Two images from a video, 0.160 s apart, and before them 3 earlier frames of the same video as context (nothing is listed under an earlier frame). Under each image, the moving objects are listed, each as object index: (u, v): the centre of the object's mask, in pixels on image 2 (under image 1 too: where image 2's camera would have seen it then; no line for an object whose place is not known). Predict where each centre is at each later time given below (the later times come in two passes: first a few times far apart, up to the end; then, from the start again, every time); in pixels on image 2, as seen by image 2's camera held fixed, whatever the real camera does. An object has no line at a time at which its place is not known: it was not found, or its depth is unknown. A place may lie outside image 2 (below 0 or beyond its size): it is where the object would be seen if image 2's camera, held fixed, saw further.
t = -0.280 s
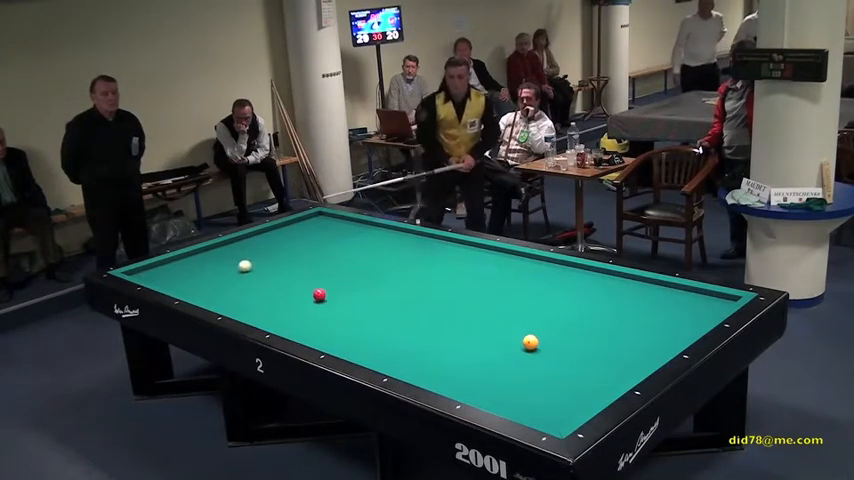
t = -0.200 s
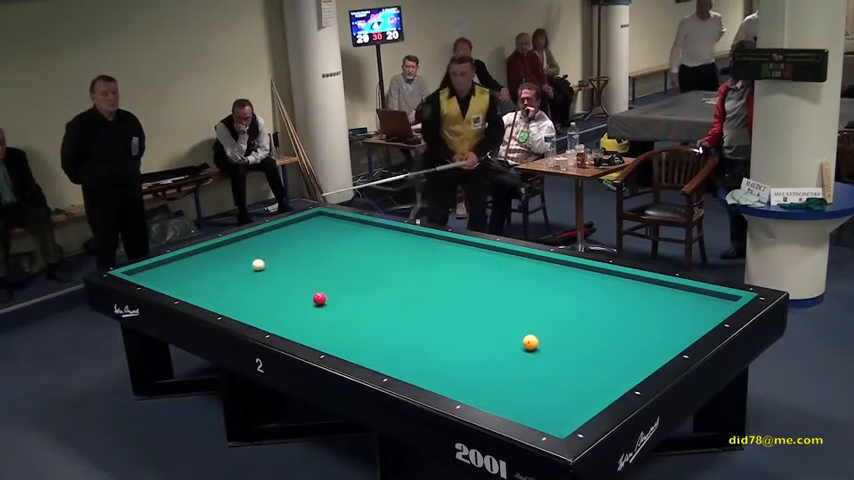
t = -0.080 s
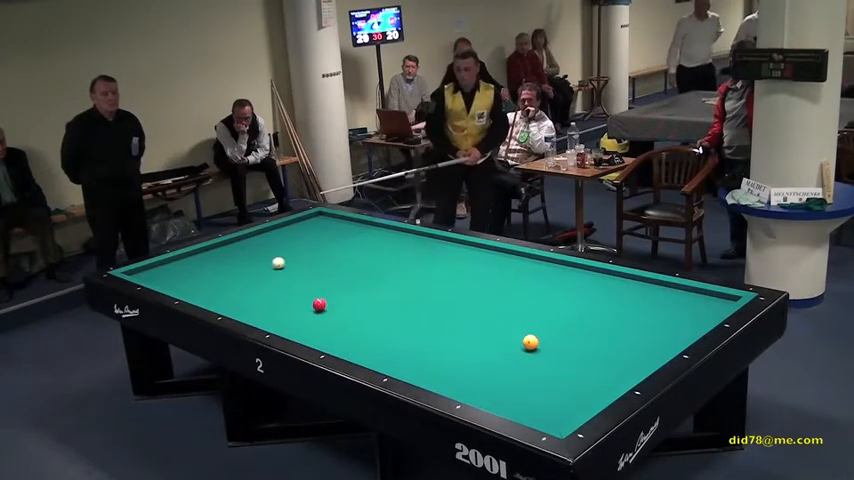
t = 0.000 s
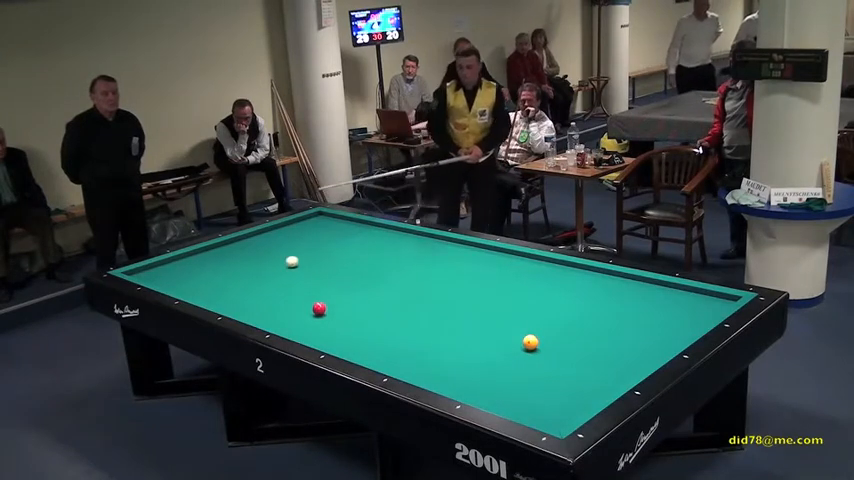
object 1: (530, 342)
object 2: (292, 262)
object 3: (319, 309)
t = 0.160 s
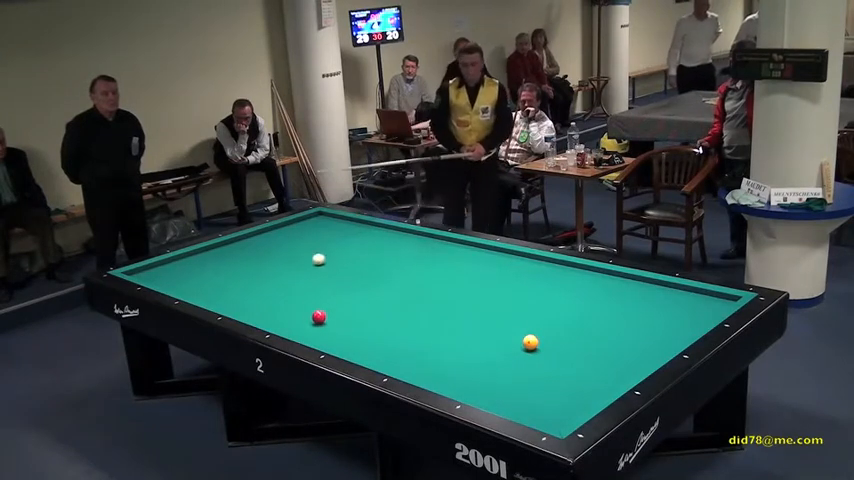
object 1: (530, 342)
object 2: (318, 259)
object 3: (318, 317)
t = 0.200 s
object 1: (530, 342)
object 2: (325, 259)
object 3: (318, 319)
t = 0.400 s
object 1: (530, 342)
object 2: (357, 256)
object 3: (318, 330)
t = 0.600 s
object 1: (530, 342)
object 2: (389, 253)
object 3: (318, 339)
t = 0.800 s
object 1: (530, 342)
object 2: (421, 250)
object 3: (336, 341)
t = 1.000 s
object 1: (530, 342)
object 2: (451, 247)
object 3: (354, 341)
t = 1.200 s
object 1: (530, 342)
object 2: (476, 246)
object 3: (371, 341)
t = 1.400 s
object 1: (530, 342)
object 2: (479, 252)
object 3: (388, 341)
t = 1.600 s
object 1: (530, 342)
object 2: (482, 257)
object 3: (404, 341)
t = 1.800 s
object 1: (530, 342)
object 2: (485, 262)
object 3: (421, 341)
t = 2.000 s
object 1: (530, 342)
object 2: (488, 268)
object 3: (436, 340)
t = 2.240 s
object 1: (530, 342)
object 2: (492, 275)
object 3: (455, 340)
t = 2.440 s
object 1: (530, 342)
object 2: (495, 280)
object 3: (470, 340)
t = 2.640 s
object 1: (530, 342)
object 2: (498, 286)
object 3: (484, 340)
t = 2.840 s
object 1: (530, 342)
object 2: (502, 292)
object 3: (498, 340)
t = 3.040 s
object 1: (530, 342)
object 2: (505, 298)
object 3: (512, 340)
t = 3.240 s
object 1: (536, 343)
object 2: (508, 304)
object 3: (519, 339)
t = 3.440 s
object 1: (542, 344)
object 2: (511, 310)
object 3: (522, 338)
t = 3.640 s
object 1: (549, 345)
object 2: (514, 316)
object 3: (526, 337)
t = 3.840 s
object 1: (555, 346)
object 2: (518, 322)
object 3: (529, 336)
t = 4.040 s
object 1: (560, 347)
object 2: (520, 328)
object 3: (532, 335)
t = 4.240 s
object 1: (565, 348)
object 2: (519, 332)
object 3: (539, 336)
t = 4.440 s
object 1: (570, 348)
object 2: (516, 335)
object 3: (546, 338)
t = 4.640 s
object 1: (575, 349)
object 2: (513, 338)
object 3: (553, 339)
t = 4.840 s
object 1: (578, 350)
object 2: (510, 341)
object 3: (561, 341)
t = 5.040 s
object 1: (581, 350)
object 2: (507, 343)
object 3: (567, 342)
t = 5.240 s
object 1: (584, 350)
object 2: (505, 345)
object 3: (573, 343)
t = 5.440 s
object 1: (587, 351)
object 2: (502, 347)
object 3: (578, 343)
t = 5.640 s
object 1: (590, 352)
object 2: (500, 349)
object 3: (582, 343)
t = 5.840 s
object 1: (593, 353)
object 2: (498, 351)
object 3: (586, 343)
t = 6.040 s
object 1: (595, 354)
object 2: (496, 353)
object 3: (589, 343)
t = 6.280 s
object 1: (598, 354)
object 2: (493, 355)
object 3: (593, 343)
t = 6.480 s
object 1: (599, 355)
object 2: (492, 356)
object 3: (595, 343)
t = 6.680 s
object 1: (601, 355)
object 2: (490, 357)
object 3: (597, 343)
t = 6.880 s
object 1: (602, 355)
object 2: (489, 358)
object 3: (598, 343)
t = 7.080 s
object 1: (602, 355)
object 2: (488, 359)
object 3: (599, 343)
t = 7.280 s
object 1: (603, 356)
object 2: (487, 360)
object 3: (600, 343)
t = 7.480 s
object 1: (603, 356)
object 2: (486, 360)
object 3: (600, 343)
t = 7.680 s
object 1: (603, 355)
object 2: (485, 360)
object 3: (600, 343)
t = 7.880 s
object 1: (603, 355)
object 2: (485, 360)
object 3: (600, 343)
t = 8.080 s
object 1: (603, 355)
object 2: (485, 360)
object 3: (600, 343)
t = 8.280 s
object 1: (602, 355)
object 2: (485, 360)
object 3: (600, 343)
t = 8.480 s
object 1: (602, 355)
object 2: (485, 360)
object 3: (600, 343)
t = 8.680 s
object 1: (602, 355)
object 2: (485, 360)
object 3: (600, 343)
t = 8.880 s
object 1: (602, 355)
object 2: (485, 360)
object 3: (600, 343)
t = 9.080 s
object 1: (603, 355)
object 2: (485, 360)
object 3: (600, 343)
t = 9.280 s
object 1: (603, 355)
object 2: (485, 360)
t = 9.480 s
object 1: (603, 355)
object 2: (485, 360)
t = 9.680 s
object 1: (602, 355)
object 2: (485, 360)
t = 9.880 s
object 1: (603, 355)
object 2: (485, 360)
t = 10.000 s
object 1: (602, 355)
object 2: (485, 360)
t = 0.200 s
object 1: (530, 342)
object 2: (325, 259)
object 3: (318, 319)
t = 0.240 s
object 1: (530, 342)
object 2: (331, 258)
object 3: (318, 321)
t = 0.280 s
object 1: (530, 342)
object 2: (338, 258)
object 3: (318, 323)
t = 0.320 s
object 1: (530, 342)
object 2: (344, 257)
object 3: (318, 325)
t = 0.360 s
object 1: (530, 342)
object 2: (351, 256)
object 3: (318, 328)
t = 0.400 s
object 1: (530, 342)
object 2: (357, 256)
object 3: (318, 330)
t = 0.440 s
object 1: (530, 342)
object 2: (364, 255)
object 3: (318, 332)
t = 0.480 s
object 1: (530, 342)
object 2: (370, 254)
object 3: (318, 334)
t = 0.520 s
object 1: (530, 342)
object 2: (376, 254)
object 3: (318, 336)
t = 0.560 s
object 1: (530, 342)
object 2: (383, 253)
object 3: (318, 337)
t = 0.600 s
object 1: (530, 342)
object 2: (389, 253)
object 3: (318, 339)
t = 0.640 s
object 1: (530, 342)
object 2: (396, 252)
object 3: (322, 339)
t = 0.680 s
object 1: (530, 342)
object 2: (402, 252)
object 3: (325, 340)
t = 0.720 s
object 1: (530, 342)
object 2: (408, 251)
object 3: (329, 340)
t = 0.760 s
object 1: (530, 342)
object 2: (415, 251)
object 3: (332, 341)
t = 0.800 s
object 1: (530, 342)
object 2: (421, 250)
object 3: (336, 341)
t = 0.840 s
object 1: (530, 342)
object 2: (427, 249)
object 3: (340, 341)
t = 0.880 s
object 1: (530, 342)
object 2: (433, 249)
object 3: (343, 341)
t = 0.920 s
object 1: (530, 342)
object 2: (439, 248)
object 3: (346, 341)
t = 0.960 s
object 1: (530, 342)
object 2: (445, 248)
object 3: (350, 341)
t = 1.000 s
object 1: (530, 342)
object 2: (451, 247)
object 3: (354, 341)
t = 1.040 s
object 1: (530, 342)
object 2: (457, 247)
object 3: (357, 341)
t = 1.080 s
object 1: (530, 342)
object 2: (464, 246)
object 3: (360, 341)
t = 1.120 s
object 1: (530, 342)
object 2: (470, 246)
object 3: (364, 341)
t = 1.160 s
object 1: (530, 342)
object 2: (476, 245)
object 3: (367, 341)
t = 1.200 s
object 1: (530, 342)
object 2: (476, 246)
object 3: (371, 341)
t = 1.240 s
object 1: (530, 342)
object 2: (476, 247)
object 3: (374, 341)
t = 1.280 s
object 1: (530, 342)
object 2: (477, 249)
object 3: (378, 341)
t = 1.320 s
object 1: (530, 342)
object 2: (477, 249)
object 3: (381, 341)
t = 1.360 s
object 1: (530, 342)
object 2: (478, 251)
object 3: (384, 341)
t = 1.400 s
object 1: (530, 342)
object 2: (479, 252)
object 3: (388, 341)
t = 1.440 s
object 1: (530, 342)
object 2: (479, 253)
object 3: (391, 341)
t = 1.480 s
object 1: (530, 342)
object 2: (480, 254)
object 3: (395, 341)
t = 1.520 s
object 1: (530, 342)
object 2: (481, 255)
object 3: (398, 341)
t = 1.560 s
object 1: (530, 342)
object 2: (481, 256)
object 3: (401, 341)
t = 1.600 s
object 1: (530, 342)
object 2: (482, 257)
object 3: (404, 341)
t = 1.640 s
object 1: (530, 342)
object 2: (482, 258)
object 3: (407, 341)
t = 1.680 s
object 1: (530, 342)
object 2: (483, 259)
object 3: (411, 341)
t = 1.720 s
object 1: (530, 342)
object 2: (484, 260)
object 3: (414, 341)
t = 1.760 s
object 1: (530, 342)
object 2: (484, 261)
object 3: (417, 341)
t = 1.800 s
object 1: (530, 342)
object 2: (485, 262)
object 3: (421, 341)
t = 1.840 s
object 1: (530, 342)
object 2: (485, 263)
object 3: (423, 341)
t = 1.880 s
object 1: (530, 342)
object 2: (486, 264)
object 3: (427, 340)
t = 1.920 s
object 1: (530, 342)
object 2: (487, 265)
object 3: (430, 341)
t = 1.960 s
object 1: (530, 342)
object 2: (487, 266)
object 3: (433, 340)
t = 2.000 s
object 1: (530, 342)
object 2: (488, 268)
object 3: (436, 340)
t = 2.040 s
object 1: (530, 342)
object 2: (488, 269)
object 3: (439, 340)
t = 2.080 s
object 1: (530, 342)
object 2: (489, 270)
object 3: (442, 341)
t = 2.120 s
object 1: (530, 342)
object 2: (490, 271)
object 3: (446, 340)
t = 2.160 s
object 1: (530, 342)
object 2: (490, 272)
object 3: (449, 340)
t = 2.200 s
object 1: (530, 342)
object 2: (491, 273)
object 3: (452, 340)
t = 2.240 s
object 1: (530, 342)
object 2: (492, 275)
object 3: (455, 340)
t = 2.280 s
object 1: (530, 342)
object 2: (492, 275)
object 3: (458, 340)
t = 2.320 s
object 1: (530, 342)
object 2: (493, 277)
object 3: (461, 340)
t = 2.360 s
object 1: (530, 342)
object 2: (494, 278)
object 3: (464, 340)
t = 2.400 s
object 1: (530, 342)
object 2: (494, 279)
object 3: (467, 340)
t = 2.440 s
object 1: (530, 342)
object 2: (495, 280)
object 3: (470, 340)
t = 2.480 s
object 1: (530, 342)
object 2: (496, 281)
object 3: (473, 341)
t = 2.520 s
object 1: (530, 342)
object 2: (496, 282)
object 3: (476, 340)
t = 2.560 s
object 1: (530, 342)
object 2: (497, 283)
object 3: (479, 340)
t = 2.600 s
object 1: (530, 342)
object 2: (498, 284)
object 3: (481, 340)
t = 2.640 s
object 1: (530, 342)
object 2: (498, 286)
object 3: (484, 340)
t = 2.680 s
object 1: (530, 342)
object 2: (499, 287)
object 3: (487, 340)
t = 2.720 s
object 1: (530, 342)
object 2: (500, 288)
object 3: (490, 340)
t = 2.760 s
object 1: (530, 342)
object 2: (500, 289)
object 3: (493, 340)
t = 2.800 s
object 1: (530, 342)
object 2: (501, 290)
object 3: (496, 341)
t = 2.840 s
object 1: (530, 342)
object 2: (502, 292)
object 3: (498, 340)
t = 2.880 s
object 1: (530, 342)
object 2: (502, 293)
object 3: (501, 340)
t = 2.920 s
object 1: (530, 342)
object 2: (503, 294)
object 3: (504, 340)
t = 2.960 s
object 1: (530, 342)
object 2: (503, 295)
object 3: (507, 340)
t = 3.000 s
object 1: (530, 342)
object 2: (504, 296)
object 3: (509, 340)
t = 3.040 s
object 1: (530, 342)
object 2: (505, 298)
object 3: (512, 340)
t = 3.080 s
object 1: (530, 342)
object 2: (505, 299)
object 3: (515, 340)
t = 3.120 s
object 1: (532, 342)
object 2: (506, 300)
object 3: (516, 340)
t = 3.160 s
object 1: (533, 343)
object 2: (507, 301)
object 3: (517, 340)
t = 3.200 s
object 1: (534, 343)
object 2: (507, 302)
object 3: (518, 339)
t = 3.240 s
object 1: (536, 343)
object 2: (508, 304)
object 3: (519, 339)
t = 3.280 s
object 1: (537, 343)
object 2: (508, 305)
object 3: (519, 339)
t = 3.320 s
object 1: (538, 344)
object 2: (509, 306)
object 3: (520, 339)
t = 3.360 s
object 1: (540, 344)
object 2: (510, 307)
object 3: (521, 338)
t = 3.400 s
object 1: (541, 344)
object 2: (511, 308)
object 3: (522, 338)
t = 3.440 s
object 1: (542, 344)
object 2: (511, 310)
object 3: (522, 338)
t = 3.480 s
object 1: (544, 344)
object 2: (512, 311)
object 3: (523, 338)
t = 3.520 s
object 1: (545, 344)
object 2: (512, 312)
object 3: (524, 338)
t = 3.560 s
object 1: (546, 345)
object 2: (513, 313)
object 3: (524, 337)
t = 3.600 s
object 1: (547, 345)
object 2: (514, 315)
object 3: (525, 337)
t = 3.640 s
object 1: (549, 345)
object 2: (514, 316)
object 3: (526, 337)
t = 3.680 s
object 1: (550, 345)
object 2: (515, 317)
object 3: (526, 337)
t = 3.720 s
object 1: (551, 345)
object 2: (516, 318)
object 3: (527, 336)
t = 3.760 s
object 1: (552, 346)
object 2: (516, 320)
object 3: (528, 336)
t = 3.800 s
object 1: (554, 346)
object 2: (517, 321)
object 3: (528, 336)
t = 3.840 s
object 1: (555, 346)
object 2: (518, 322)
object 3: (529, 336)
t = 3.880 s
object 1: (556, 346)
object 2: (518, 323)
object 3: (529, 335)
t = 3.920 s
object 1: (557, 346)
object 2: (519, 324)
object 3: (530, 335)
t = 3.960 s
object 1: (558, 347)
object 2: (519, 326)
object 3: (531, 335)
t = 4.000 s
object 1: (559, 347)
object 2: (520, 327)
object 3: (531, 335)
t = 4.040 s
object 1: (560, 347)
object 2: (520, 328)
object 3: (532, 335)
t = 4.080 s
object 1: (561, 347)
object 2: (521, 329)
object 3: (532, 335)
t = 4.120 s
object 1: (562, 347)
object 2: (521, 330)
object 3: (534, 335)
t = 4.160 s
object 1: (564, 347)
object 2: (521, 331)
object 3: (535, 335)
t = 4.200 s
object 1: (564, 347)
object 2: (520, 331)
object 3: (537, 335)
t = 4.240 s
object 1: (565, 348)
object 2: (519, 332)
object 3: (539, 336)
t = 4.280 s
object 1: (566, 348)
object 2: (519, 332)
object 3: (540, 336)
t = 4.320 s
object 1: (567, 348)
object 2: (518, 333)
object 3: (542, 337)
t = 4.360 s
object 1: (568, 348)
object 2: (517, 334)
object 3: (543, 337)
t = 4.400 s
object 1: (569, 348)
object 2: (517, 335)
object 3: (545, 337)
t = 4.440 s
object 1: (570, 348)
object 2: (516, 335)
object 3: (546, 338)
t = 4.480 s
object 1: (571, 349)
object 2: (516, 336)
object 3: (548, 338)
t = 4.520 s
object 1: (572, 349)
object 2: (515, 336)
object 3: (549, 338)
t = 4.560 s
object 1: (573, 349)
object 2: (514, 337)
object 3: (551, 339)
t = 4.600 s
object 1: (573, 349)
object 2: (514, 337)
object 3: (552, 339)
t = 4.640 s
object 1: (575, 349)
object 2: (513, 338)
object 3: (553, 339)
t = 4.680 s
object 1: (575, 349)
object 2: (512, 338)
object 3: (555, 340)
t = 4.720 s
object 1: (576, 349)
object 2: (512, 339)
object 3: (556, 340)
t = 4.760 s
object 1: (577, 349)
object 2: (511, 339)
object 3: (558, 340)
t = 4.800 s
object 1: (577, 349)
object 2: (511, 340)
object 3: (559, 341)
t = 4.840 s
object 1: (578, 350)
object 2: (510, 341)
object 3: (561, 341)
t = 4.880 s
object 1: (579, 350)
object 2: (510, 341)
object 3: (562, 341)
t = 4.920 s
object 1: (579, 350)
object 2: (509, 342)
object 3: (563, 342)
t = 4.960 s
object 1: (580, 350)
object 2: (509, 342)
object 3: (564, 342)
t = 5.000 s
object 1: (581, 350)
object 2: (508, 343)
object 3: (566, 342)
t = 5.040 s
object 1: (581, 350)
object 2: (507, 343)
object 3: (567, 342)
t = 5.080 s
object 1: (582, 350)
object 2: (507, 343)
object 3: (568, 342)
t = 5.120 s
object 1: (583, 350)
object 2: (506, 344)
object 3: (569, 343)
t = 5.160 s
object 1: (583, 350)
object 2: (506, 344)
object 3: (571, 343)
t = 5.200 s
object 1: (584, 350)
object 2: (505, 345)
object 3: (571, 343)
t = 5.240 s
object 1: (584, 350)
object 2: (505, 345)
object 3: (573, 343)
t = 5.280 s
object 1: (585, 351)
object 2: (504, 346)
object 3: (574, 343)
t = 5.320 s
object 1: (585, 351)
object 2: (504, 346)
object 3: (575, 343)
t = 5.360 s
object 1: (586, 351)
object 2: (503, 347)
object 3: (576, 343)
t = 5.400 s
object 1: (586, 351)
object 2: (503, 347)
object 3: (577, 343)
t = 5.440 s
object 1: (587, 351)
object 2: (502, 347)
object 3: (578, 343)
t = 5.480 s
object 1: (588, 351)
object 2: (502, 348)
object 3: (579, 343)
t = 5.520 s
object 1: (588, 351)
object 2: (501, 348)
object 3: (580, 343)
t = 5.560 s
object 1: (589, 352)
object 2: (501, 349)
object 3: (580, 343)
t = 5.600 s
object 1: (590, 352)
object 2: (500, 349)
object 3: (581, 343)
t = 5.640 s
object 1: (590, 352)
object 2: (500, 349)
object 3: (582, 343)
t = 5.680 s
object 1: (591, 352)
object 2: (500, 350)
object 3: (583, 343)
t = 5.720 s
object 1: (591, 352)
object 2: (499, 350)
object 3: (584, 343)
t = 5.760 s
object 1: (592, 353)
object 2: (499, 351)
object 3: (584, 343)
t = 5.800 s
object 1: (592, 353)
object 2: (498, 351)
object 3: (585, 343)
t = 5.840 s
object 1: (593, 353)
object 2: (498, 351)
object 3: (586, 343)
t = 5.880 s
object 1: (593, 353)
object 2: (497, 352)
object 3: (587, 343)
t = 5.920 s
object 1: (594, 353)
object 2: (497, 352)
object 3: (588, 343)
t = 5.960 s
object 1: (594, 354)
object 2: (496, 352)
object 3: (588, 343)
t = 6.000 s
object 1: (595, 354)
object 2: (496, 353)
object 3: (589, 343)
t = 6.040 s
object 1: (595, 354)
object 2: (496, 353)
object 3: (589, 343)
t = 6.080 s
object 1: (595, 354)
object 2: (495, 354)
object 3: (590, 343)
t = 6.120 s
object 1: (596, 354)
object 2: (495, 354)
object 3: (591, 343)
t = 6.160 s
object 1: (596, 354)
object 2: (494, 354)
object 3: (591, 343)
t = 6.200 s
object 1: (597, 354)
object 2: (494, 354)
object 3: (592, 343)
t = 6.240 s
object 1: (597, 354)
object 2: (494, 355)
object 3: (592, 343)
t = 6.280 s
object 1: (598, 354)
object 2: (493, 355)
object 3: (593, 343)
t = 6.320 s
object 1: (598, 355)
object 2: (493, 355)
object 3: (593, 343)
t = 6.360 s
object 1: (598, 355)
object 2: (493, 355)
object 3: (594, 343)
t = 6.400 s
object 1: (599, 355)
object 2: (492, 356)
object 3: (594, 343)
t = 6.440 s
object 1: (599, 355)
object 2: (492, 356)
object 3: (595, 343)
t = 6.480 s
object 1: (599, 355)
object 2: (492, 356)
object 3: (595, 343)
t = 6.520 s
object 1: (600, 355)
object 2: (491, 356)
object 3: (595, 343)
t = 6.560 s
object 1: (600, 355)
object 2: (491, 357)
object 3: (596, 343)
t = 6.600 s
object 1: (600, 355)
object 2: (491, 357)
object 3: (597, 343)
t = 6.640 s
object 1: (601, 355)
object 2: (490, 357)
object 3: (597, 343)
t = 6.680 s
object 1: (601, 355)
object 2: (490, 357)
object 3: (597, 343)
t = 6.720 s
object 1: (601, 355)
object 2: (490, 358)
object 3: (597, 343)
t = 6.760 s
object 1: (601, 355)
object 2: (490, 358)
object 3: (598, 343)
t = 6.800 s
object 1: (601, 355)
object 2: (489, 358)
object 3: (598, 343)
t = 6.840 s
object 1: (601, 355)
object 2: (489, 358)
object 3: (598, 343)
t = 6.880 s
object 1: (602, 355)
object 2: (489, 358)
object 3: (598, 343)
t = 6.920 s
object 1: (602, 355)
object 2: (489, 358)
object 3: (599, 343)
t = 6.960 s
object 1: (602, 355)
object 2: (488, 359)
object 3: (599, 343)
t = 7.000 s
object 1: (602, 355)
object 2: (488, 359)
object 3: (599, 343)
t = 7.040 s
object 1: (602, 355)
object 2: (488, 359)
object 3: (599, 343)
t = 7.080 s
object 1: (602, 355)
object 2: (488, 359)
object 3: (599, 343)
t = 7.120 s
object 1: (602, 356)
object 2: (488, 359)
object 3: (599, 343)
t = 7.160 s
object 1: (603, 356)
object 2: (488, 359)
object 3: (599, 343)
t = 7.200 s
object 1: (603, 355)
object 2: (487, 359)
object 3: (600, 343)
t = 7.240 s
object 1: (602, 356)
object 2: (487, 359)
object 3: (600, 343)
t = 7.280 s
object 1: (603, 356)
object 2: (487, 360)
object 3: (600, 343)
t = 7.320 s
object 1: (603, 355)
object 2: (487, 360)
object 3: (600, 343)
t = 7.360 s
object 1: (602, 355)
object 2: (487, 360)
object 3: (600, 343)
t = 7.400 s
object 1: (603, 355)
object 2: (487, 360)
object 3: (600, 343)
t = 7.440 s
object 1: (603, 356)
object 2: (486, 360)
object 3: (600, 343)
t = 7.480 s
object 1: (603, 356)
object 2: (486, 360)
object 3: (600, 343)
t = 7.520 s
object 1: (603, 355)
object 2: (486, 360)
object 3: (600, 343)
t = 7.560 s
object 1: (603, 355)
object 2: (486, 360)
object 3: (600, 343)
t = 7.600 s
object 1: (603, 356)
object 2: (486, 360)
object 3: (600, 343)
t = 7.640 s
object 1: (603, 356)
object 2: (485, 360)
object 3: (600, 343)
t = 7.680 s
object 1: (603, 355)
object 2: (485, 360)
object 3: (600, 343)
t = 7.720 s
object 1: (603, 355)
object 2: (485, 360)
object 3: (600, 343)
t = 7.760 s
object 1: (603, 355)
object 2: (485, 360)
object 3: (600, 343)
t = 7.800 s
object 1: (603, 356)
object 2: (485, 360)
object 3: (600, 343)
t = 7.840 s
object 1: (603, 355)
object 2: (485, 360)
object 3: (600, 343)
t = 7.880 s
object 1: (603, 355)
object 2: (485, 360)
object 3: (600, 343)
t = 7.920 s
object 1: (603, 355)
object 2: (485, 360)
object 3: (600, 343)
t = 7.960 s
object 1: (603, 355)
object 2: (485, 360)
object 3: (600, 343)
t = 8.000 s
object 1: (603, 355)
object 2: (485, 360)
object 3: (600, 343)
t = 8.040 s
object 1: (603, 355)
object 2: (485, 360)
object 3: (600, 343)
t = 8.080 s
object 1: (603, 355)
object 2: (485, 360)
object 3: (600, 343)
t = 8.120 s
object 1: (603, 355)
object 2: (485, 360)
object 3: (600, 343)
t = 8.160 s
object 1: (603, 355)
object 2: (485, 360)
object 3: (600, 343)
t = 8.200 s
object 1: (602, 355)
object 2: (485, 360)
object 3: (600, 343)
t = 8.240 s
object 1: (603, 355)
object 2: (485, 360)
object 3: (600, 343)
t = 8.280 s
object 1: (602, 355)
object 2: (485, 360)
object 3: (600, 343)
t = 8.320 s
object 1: (602, 355)
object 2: (485, 360)
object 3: (600, 343)
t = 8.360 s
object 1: (603, 355)
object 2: (485, 360)
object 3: (600, 343)
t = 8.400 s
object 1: (603, 355)
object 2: (485, 360)
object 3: (600, 343)
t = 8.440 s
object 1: (602, 355)
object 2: (485, 360)
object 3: (600, 343)
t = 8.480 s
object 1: (602, 355)
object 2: (485, 360)
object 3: (600, 343)
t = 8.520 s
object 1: (603, 355)
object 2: (485, 360)
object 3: (600, 343)
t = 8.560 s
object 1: (602, 355)
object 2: (485, 360)
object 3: (600, 343)
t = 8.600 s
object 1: (602, 355)
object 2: (485, 360)
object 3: (600, 343)
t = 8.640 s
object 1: (603, 355)
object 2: (485, 360)
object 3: (600, 343)
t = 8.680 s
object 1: (602, 355)
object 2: (485, 360)
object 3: (600, 343)
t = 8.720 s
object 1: (602, 355)
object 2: (485, 360)
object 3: (600, 343)
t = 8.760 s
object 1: (602, 355)
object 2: (485, 360)
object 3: (600, 343)
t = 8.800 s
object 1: (603, 355)
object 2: (485, 360)
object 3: (600, 343)
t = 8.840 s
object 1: (603, 355)
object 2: (485, 360)
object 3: (600, 343)
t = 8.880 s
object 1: (602, 355)
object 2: (485, 360)
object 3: (600, 343)
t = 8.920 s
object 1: (602, 355)
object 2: (485, 360)
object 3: (600, 343)
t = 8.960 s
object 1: (602, 355)
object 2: (485, 360)
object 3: (600, 343)
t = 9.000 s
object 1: (602, 355)
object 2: (485, 360)
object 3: (600, 343)
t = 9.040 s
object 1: (602, 355)
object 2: (485, 360)
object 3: (600, 343)
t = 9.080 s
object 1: (603, 355)
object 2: (485, 360)
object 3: (600, 343)
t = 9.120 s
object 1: (602, 355)
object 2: (485, 360)
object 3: (600, 343)
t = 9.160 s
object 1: (603, 355)
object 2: (485, 360)
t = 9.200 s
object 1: (603, 355)
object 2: (485, 360)
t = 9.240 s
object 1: (602, 355)
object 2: (485, 360)
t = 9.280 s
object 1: (603, 355)
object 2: (485, 360)
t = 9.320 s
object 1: (603, 355)
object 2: (485, 360)
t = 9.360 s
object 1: (603, 355)
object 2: (485, 360)
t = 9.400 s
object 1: (602, 355)
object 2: (485, 360)
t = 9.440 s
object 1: (603, 355)
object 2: (485, 360)
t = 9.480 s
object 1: (603, 355)
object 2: (485, 360)
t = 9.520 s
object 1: (603, 355)
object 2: (485, 360)
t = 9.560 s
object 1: (603, 355)
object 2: (485, 360)
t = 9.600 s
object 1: (603, 355)
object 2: (485, 360)
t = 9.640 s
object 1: (603, 355)
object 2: (485, 360)
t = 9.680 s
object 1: (602, 355)
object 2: (485, 360)
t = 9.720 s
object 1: (603, 355)
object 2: (485, 360)
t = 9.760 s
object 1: (603, 355)
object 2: (485, 360)
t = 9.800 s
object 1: (603, 355)
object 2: (485, 360)
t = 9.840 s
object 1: (603, 355)
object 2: (485, 360)
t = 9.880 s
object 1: (603, 355)
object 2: (485, 360)
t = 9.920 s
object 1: (603, 355)
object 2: (485, 360)
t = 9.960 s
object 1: (602, 355)
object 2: (485, 360)
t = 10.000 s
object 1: (602, 355)
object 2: (485, 360)
